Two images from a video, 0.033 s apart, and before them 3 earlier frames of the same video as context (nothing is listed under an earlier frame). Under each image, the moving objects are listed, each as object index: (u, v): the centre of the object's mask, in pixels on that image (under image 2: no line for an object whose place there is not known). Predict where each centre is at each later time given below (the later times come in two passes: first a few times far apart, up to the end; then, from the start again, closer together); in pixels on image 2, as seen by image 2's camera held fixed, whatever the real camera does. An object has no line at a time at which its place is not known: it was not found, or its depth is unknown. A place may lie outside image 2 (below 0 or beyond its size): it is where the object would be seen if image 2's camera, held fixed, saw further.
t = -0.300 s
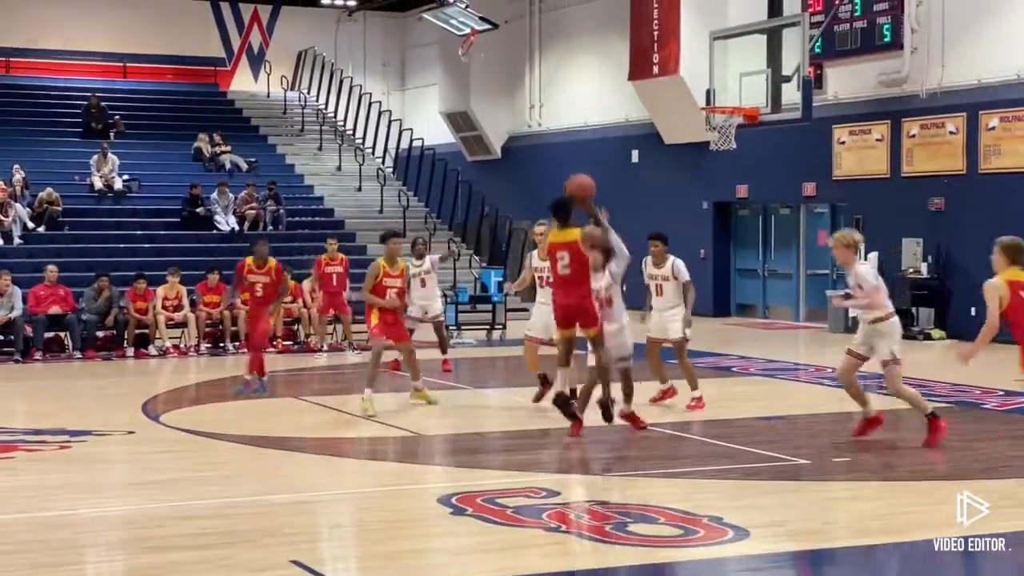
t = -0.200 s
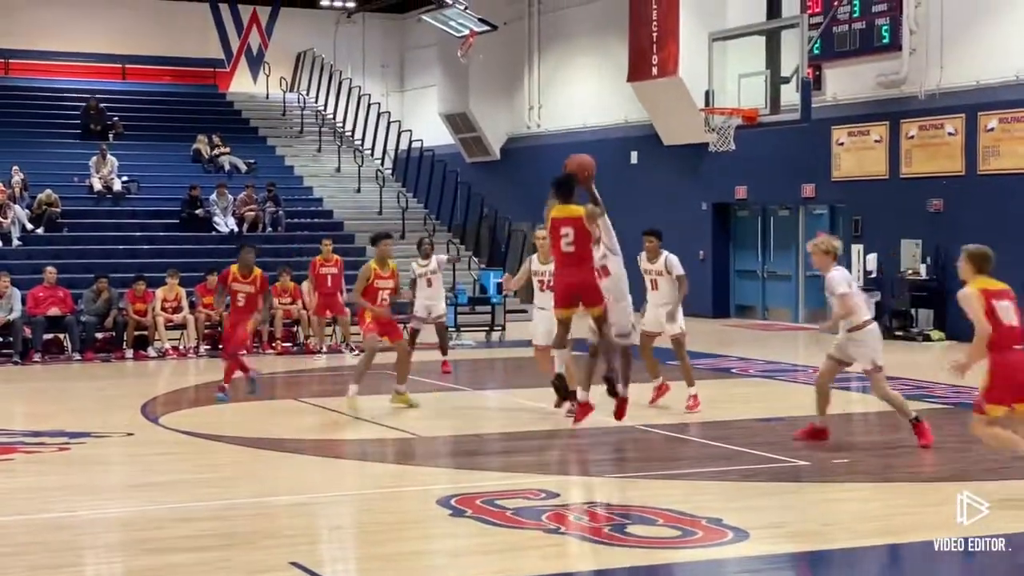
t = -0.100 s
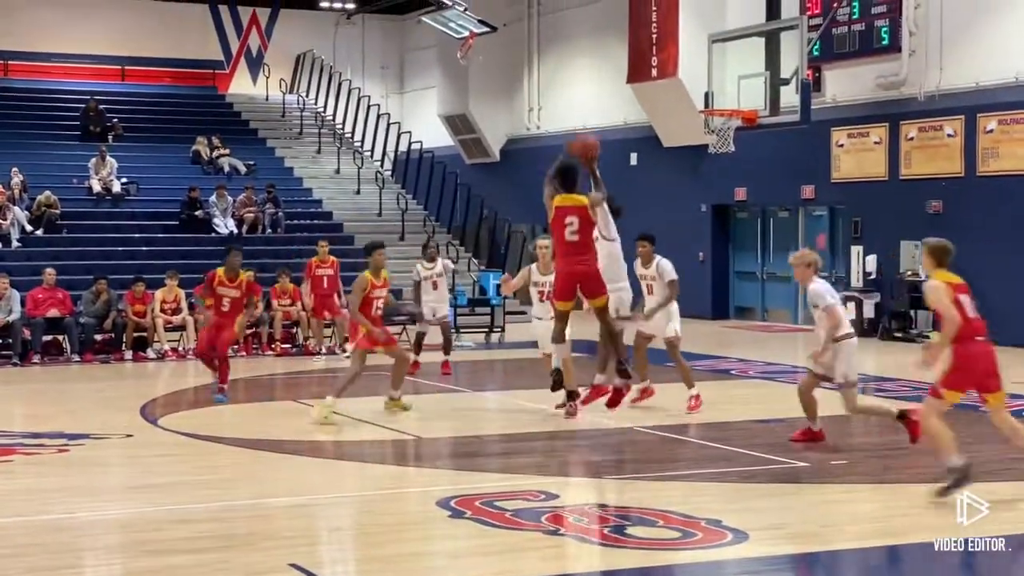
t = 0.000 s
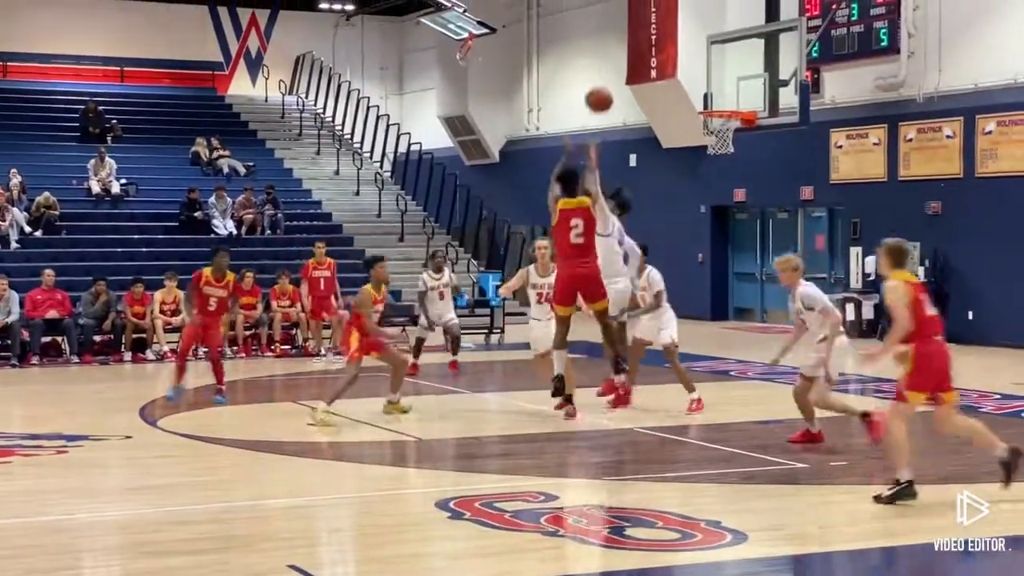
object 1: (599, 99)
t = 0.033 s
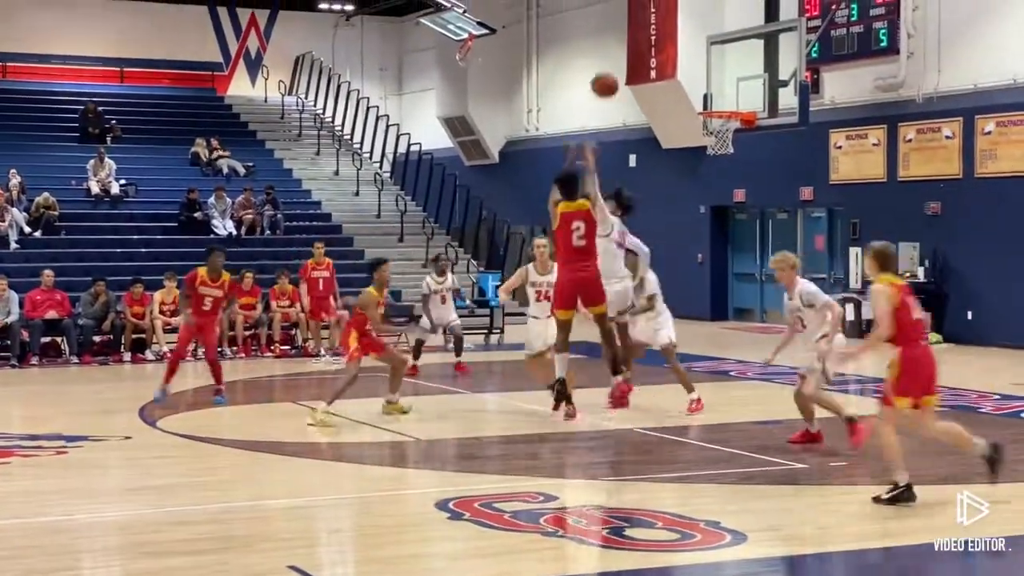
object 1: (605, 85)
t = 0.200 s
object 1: (632, 30)
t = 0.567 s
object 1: (687, 24)
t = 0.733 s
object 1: (705, 64)
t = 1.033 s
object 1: (729, 81)
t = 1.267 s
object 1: (715, 84)
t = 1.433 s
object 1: (692, 106)
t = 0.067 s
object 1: (610, 70)
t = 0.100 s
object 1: (616, 59)
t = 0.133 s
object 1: (623, 49)
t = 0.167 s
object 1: (628, 38)
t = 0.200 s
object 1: (632, 30)
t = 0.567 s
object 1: (687, 24)
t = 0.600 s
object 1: (690, 30)
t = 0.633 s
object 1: (694, 38)
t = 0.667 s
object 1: (698, 46)
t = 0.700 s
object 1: (702, 55)
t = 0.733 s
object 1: (705, 64)
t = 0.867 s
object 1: (718, 99)
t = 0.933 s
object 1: (723, 89)
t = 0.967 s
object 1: (725, 85)
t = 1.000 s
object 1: (727, 82)
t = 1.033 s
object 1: (729, 81)
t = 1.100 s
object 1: (734, 80)
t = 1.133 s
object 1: (733, 80)
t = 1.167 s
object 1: (728, 79)
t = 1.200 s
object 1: (724, 79)
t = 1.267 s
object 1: (715, 84)
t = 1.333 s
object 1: (706, 92)
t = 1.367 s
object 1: (701, 97)
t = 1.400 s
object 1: (696, 103)
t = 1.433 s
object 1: (692, 106)
